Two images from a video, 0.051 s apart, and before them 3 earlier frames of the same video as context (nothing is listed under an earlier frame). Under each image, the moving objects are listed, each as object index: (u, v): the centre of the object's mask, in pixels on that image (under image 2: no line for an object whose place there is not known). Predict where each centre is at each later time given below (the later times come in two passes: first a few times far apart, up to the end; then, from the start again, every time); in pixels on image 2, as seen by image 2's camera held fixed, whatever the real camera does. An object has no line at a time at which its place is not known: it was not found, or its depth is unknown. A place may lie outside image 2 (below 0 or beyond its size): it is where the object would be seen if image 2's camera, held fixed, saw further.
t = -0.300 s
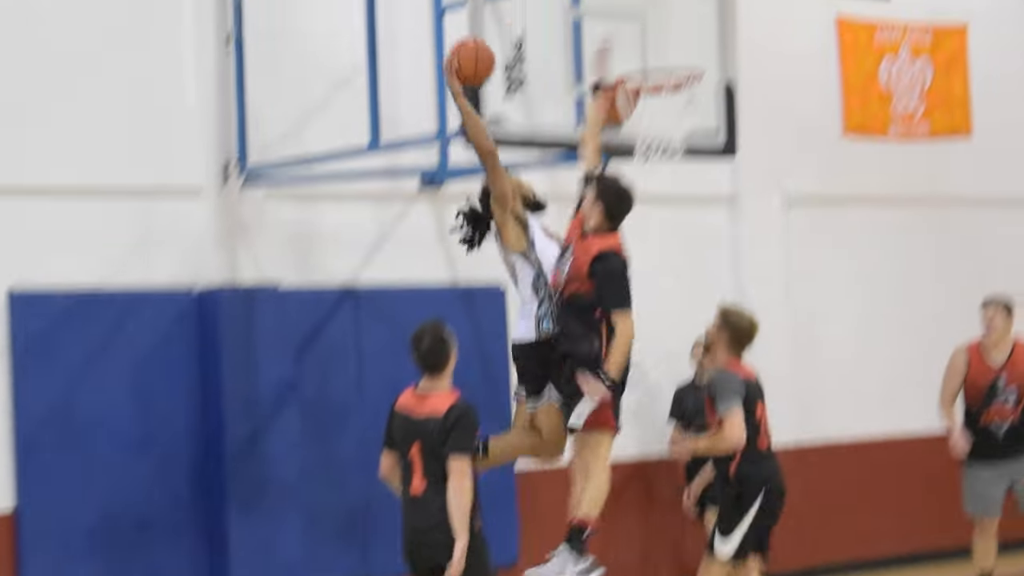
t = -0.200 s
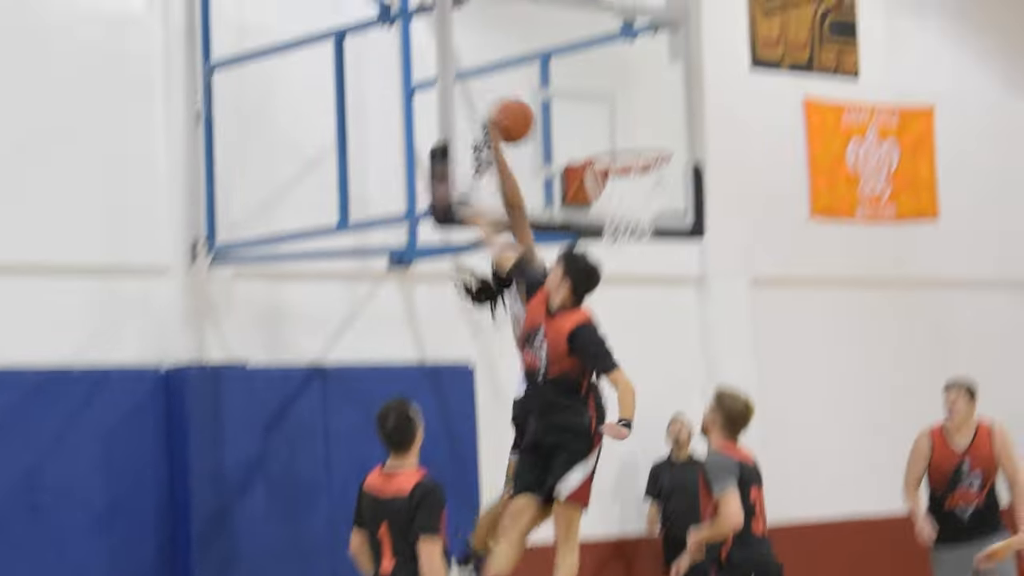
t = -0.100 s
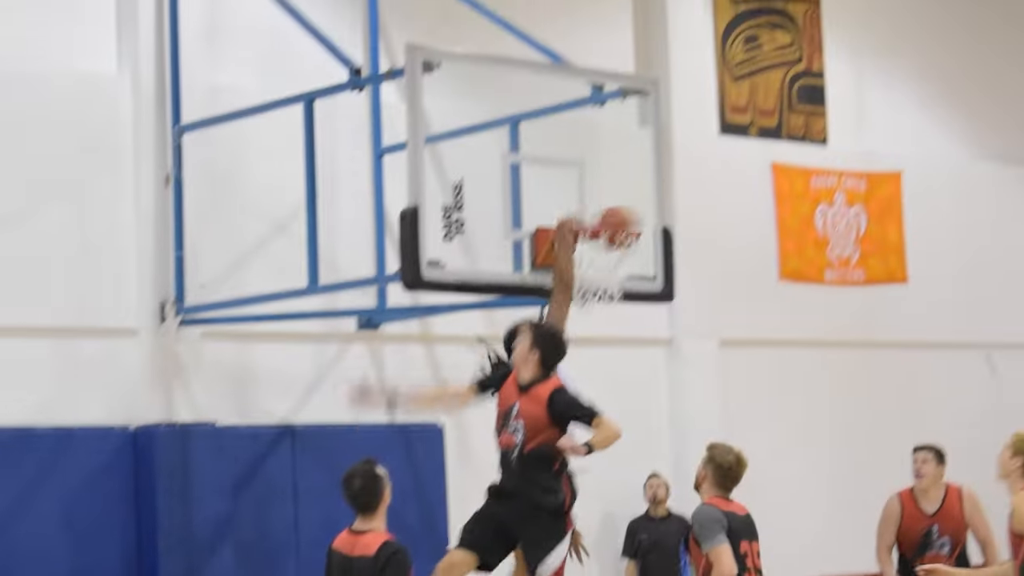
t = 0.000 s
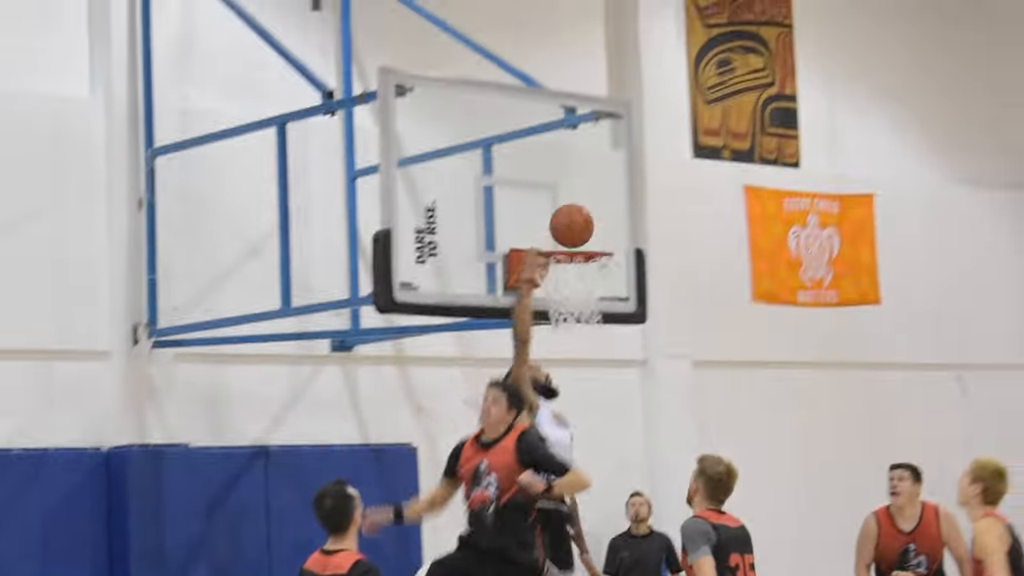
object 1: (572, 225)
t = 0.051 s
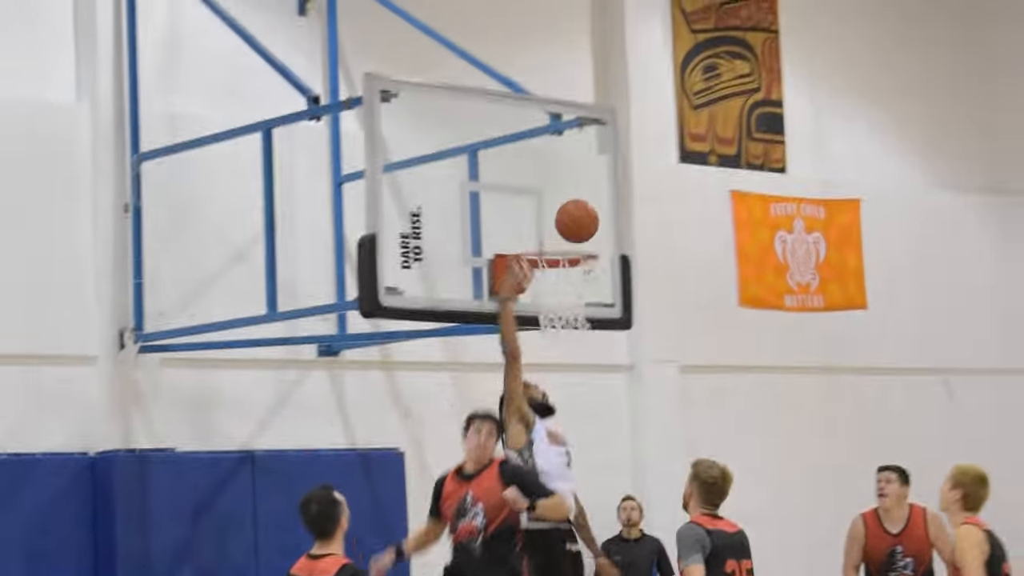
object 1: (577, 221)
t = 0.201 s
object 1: (631, 219)
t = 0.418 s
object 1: (705, 280)
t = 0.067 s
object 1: (583, 219)
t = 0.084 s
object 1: (589, 217)
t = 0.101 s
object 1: (595, 216)
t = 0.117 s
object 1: (601, 216)
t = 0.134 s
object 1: (607, 216)
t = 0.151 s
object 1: (614, 215)
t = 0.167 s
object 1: (619, 216)
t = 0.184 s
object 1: (625, 217)
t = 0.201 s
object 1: (631, 219)
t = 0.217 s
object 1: (636, 221)
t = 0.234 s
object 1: (642, 223)
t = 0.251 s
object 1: (648, 226)
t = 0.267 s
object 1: (654, 230)
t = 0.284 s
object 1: (659, 234)
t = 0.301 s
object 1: (665, 238)
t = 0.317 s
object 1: (671, 243)
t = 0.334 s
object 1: (677, 248)
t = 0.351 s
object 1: (682, 254)
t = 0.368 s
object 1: (688, 260)
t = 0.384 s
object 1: (694, 266)
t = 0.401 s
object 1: (699, 272)
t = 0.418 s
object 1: (705, 280)
